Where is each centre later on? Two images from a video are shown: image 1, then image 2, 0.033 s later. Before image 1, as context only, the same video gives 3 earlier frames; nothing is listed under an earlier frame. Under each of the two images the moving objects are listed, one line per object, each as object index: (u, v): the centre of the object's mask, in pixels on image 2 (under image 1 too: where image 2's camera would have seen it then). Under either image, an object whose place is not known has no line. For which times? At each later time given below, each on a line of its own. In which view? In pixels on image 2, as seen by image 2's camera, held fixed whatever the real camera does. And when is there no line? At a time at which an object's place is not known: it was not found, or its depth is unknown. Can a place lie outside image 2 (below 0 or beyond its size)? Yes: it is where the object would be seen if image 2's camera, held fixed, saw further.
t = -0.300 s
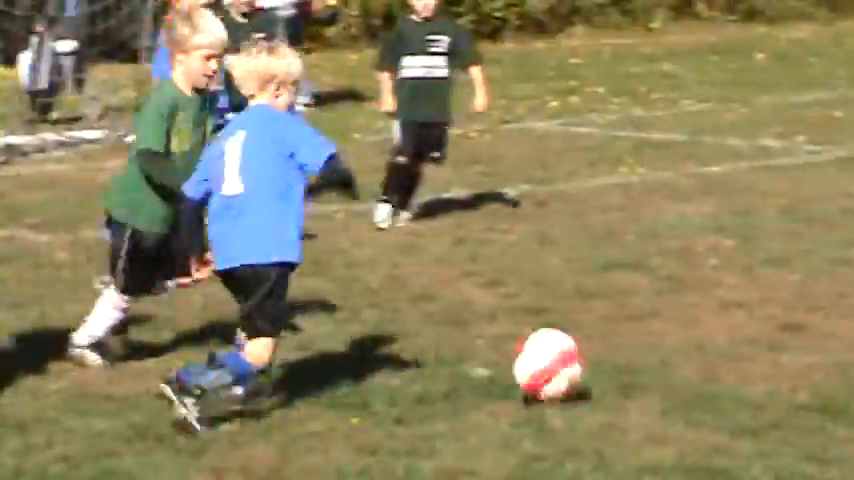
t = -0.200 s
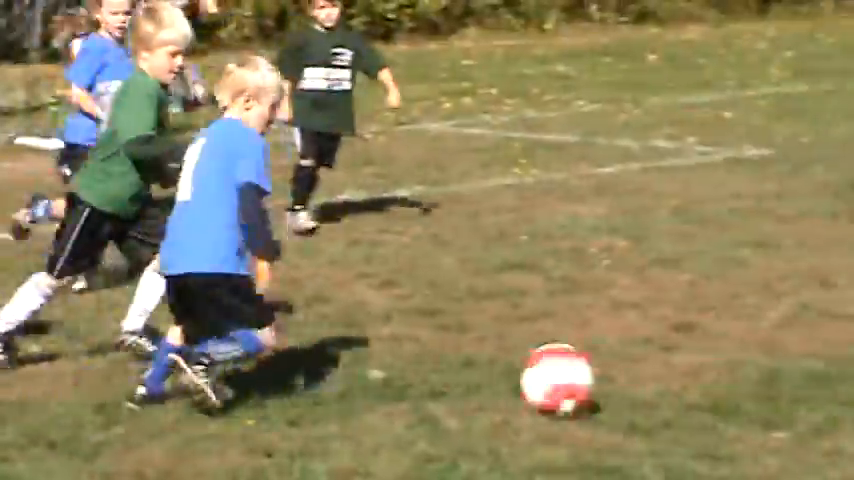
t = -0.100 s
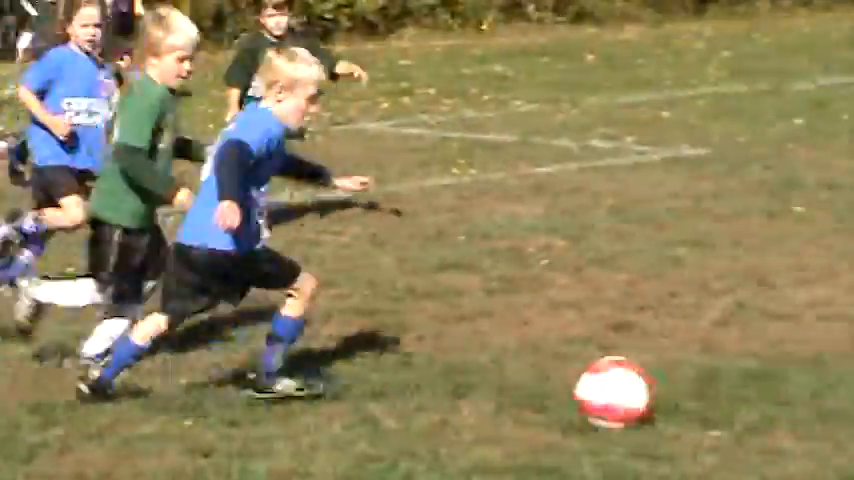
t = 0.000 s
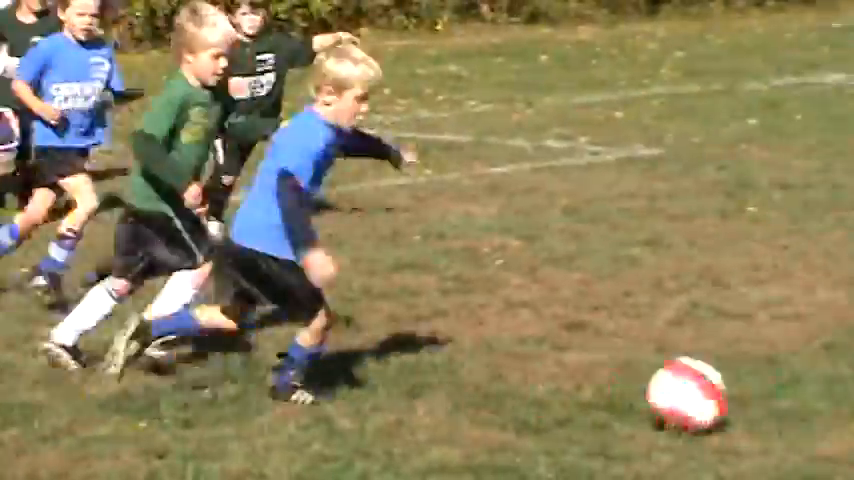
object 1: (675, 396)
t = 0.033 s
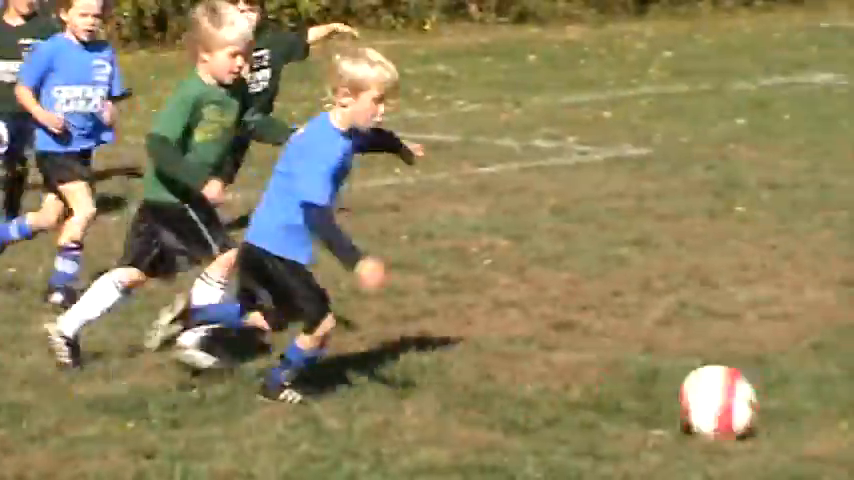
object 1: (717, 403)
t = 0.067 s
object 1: (757, 404)
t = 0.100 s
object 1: (796, 401)
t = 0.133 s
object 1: (838, 402)
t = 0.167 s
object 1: (882, 407)
